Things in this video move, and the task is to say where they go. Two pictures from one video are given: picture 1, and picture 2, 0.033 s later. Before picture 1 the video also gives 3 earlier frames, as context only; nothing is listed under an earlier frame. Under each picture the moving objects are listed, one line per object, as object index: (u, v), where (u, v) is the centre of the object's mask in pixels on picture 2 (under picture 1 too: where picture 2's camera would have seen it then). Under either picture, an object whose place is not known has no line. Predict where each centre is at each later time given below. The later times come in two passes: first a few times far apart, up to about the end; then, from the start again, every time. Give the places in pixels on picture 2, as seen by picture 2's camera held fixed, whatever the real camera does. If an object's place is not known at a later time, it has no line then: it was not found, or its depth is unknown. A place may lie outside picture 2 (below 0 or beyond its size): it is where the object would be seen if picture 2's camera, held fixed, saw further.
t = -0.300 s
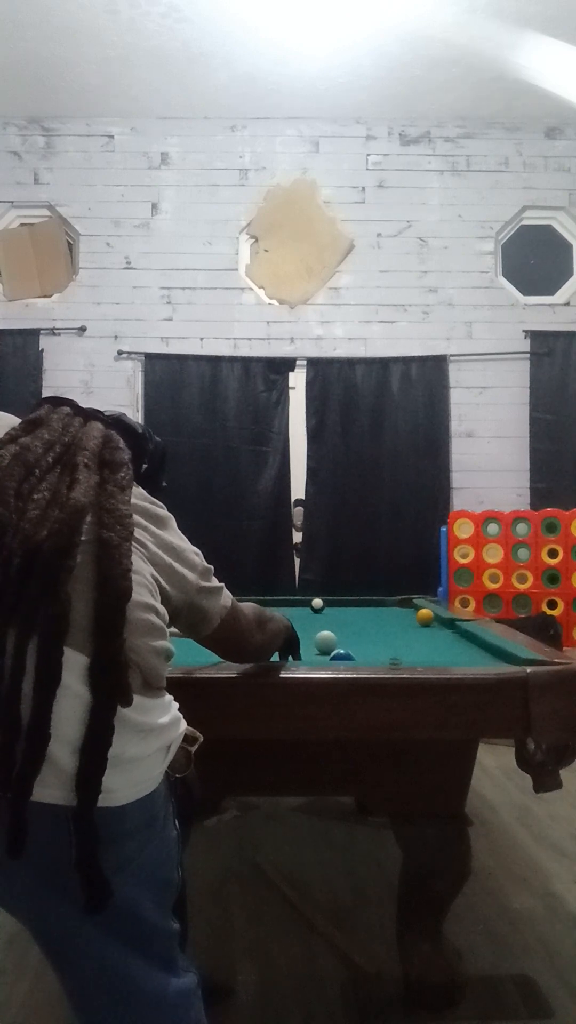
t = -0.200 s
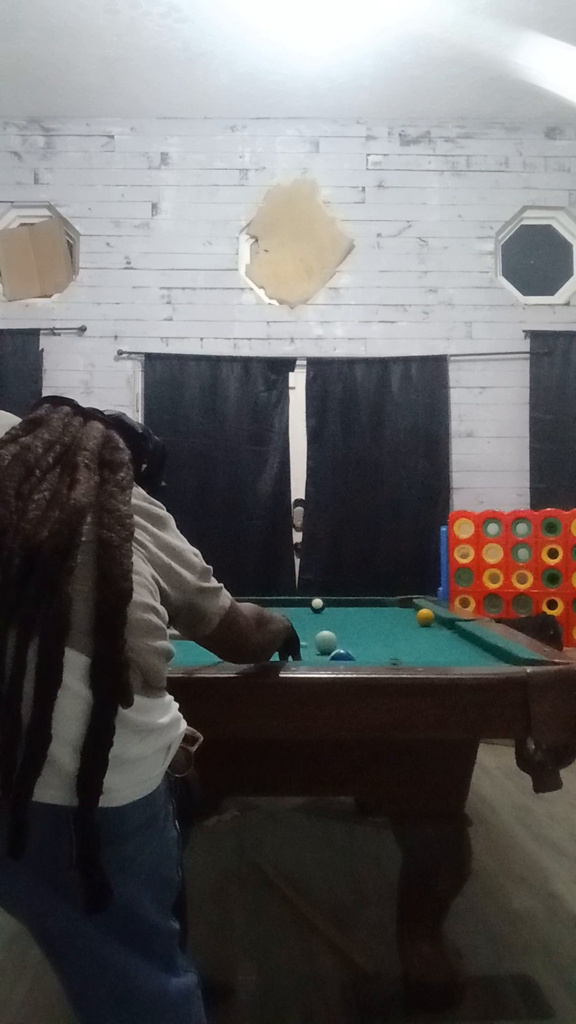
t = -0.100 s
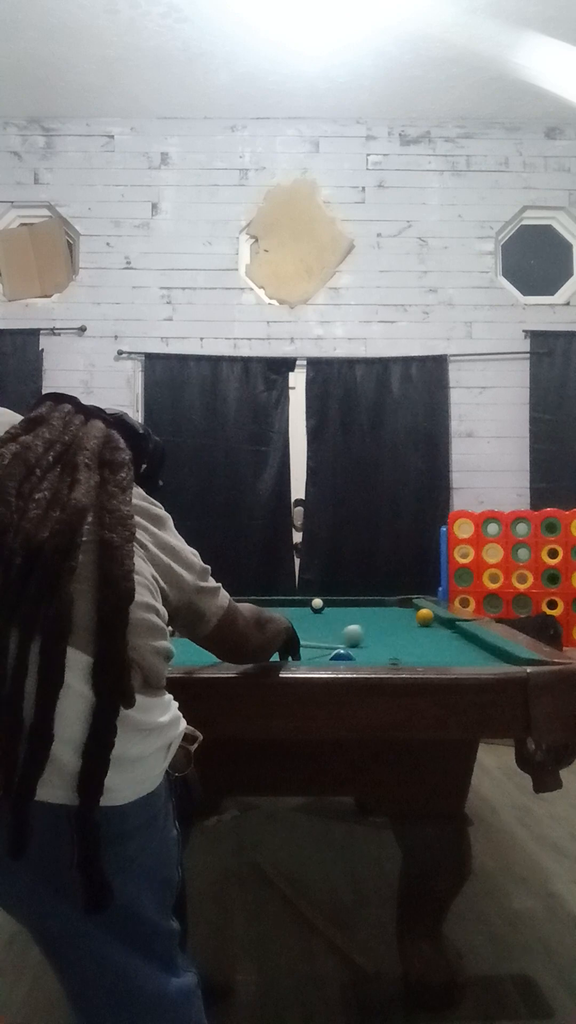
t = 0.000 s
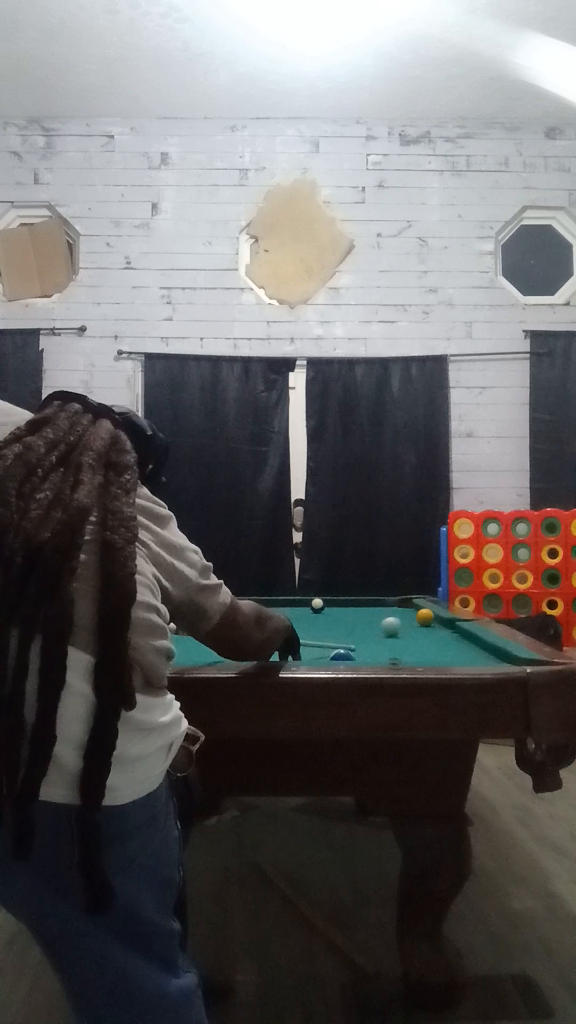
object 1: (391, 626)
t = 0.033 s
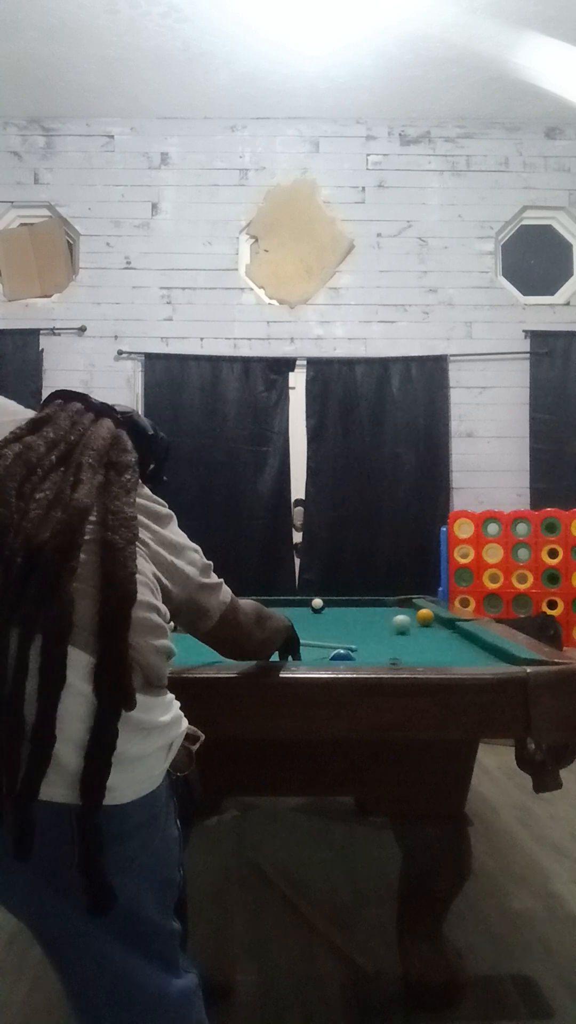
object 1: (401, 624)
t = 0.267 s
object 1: (431, 619)
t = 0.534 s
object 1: (416, 620)
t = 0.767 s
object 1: (405, 621)
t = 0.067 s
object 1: (410, 622)
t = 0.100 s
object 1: (418, 621)
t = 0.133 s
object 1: (426, 619)
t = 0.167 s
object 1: (432, 619)
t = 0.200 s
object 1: (435, 618)
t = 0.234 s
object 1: (433, 619)
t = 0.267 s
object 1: (431, 619)
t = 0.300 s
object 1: (429, 620)
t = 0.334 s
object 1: (427, 619)
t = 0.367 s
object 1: (425, 620)
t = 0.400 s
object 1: (423, 620)
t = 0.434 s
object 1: (422, 620)
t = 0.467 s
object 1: (420, 620)
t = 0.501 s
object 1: (418, 620)
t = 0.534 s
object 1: (416, 620)
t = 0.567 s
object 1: (415, 620)
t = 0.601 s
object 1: (413, 620)
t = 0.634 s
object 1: (411, 621)
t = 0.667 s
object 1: (410, 621)
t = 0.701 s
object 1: (408, 621)
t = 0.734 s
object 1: (407, 621)
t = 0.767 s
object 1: (405, 621)
